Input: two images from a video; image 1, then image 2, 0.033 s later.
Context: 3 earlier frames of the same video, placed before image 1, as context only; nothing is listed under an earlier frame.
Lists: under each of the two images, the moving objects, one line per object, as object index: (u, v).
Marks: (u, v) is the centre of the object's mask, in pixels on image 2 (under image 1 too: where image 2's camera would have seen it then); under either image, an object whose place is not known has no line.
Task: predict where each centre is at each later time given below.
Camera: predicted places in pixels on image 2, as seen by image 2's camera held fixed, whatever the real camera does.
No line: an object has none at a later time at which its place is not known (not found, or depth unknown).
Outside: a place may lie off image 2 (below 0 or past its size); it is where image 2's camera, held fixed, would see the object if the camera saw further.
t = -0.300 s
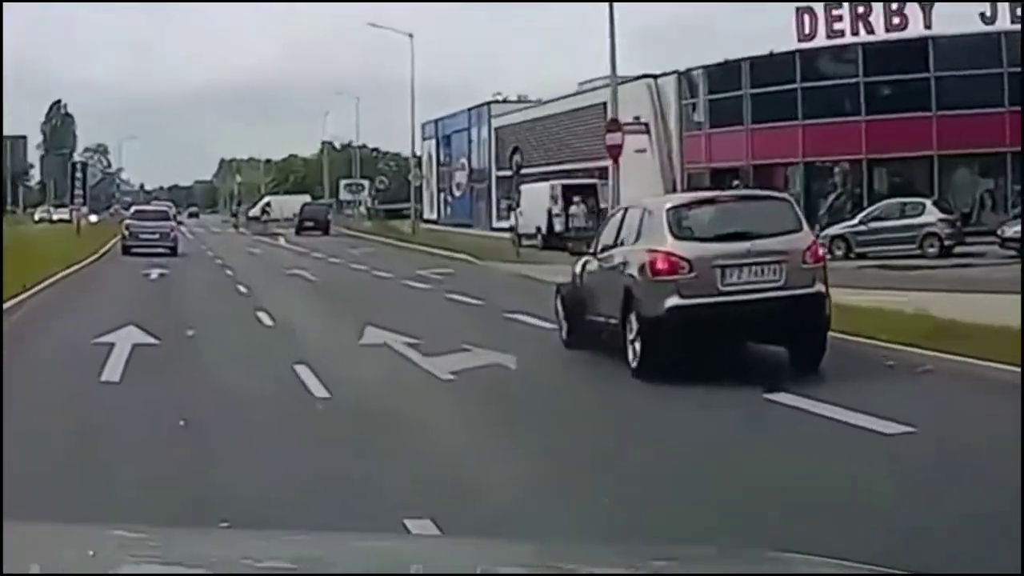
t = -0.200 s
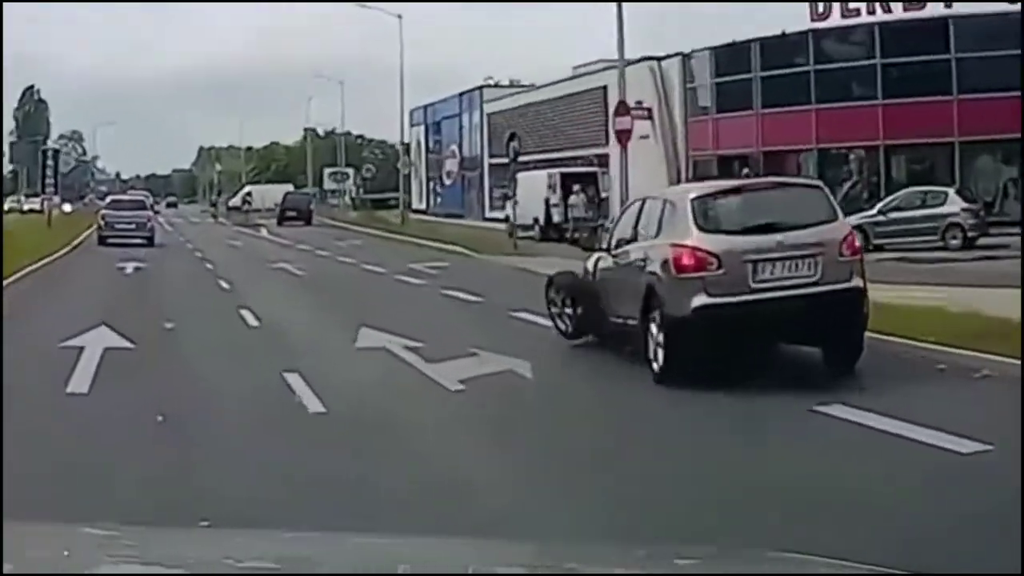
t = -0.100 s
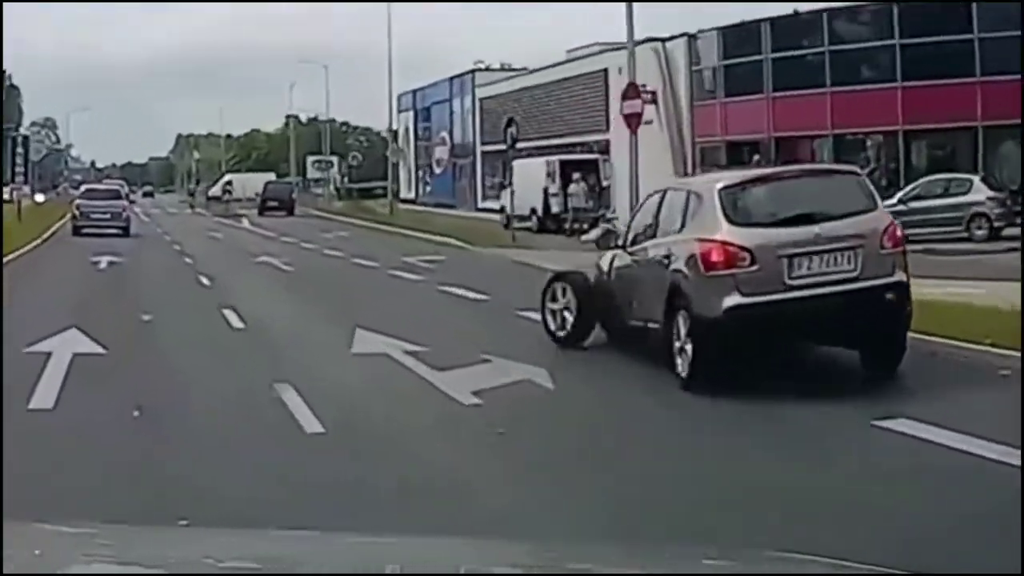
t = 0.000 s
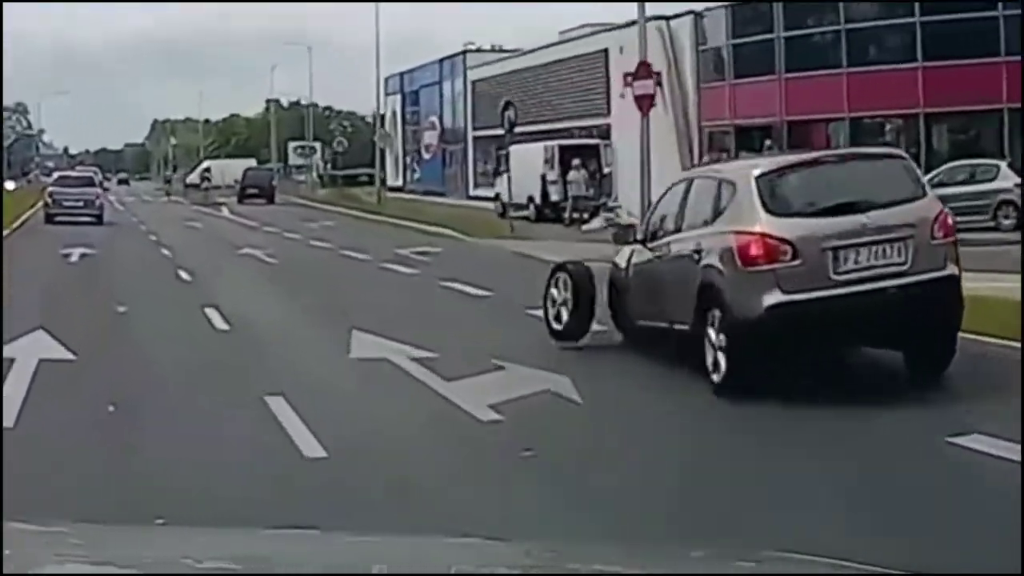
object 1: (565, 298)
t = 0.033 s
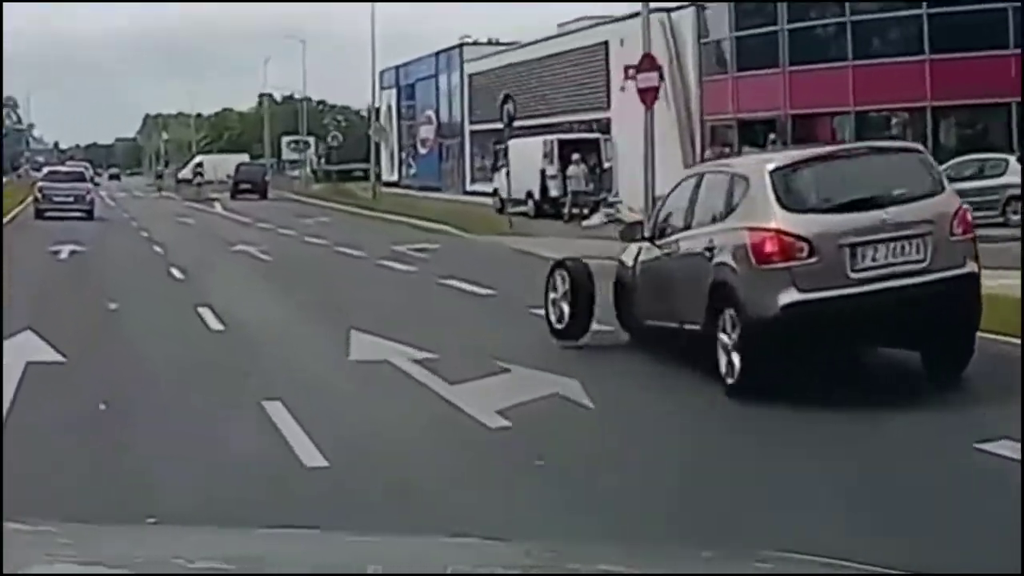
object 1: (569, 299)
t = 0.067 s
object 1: (573, 302)
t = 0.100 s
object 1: (576, 305)
